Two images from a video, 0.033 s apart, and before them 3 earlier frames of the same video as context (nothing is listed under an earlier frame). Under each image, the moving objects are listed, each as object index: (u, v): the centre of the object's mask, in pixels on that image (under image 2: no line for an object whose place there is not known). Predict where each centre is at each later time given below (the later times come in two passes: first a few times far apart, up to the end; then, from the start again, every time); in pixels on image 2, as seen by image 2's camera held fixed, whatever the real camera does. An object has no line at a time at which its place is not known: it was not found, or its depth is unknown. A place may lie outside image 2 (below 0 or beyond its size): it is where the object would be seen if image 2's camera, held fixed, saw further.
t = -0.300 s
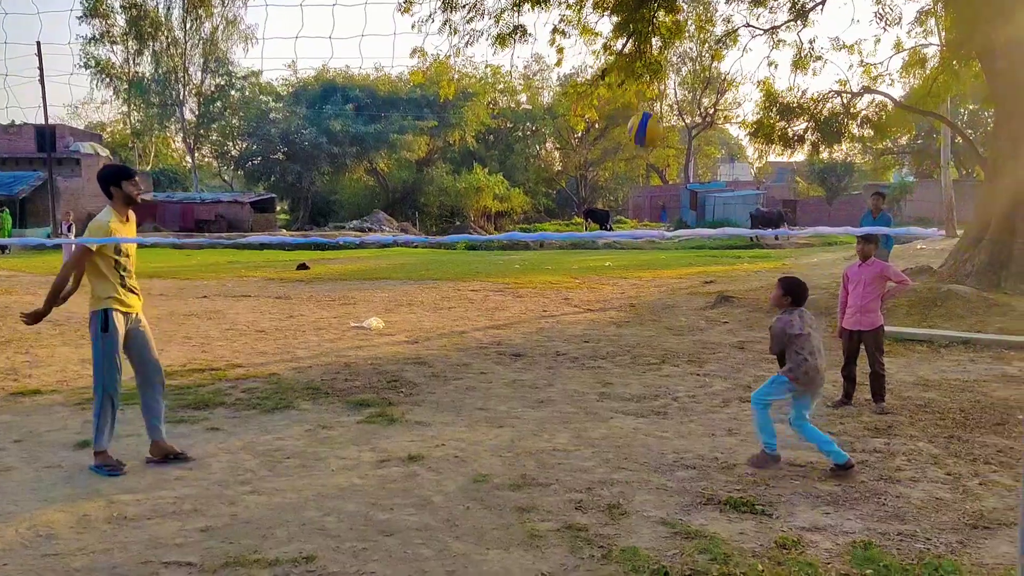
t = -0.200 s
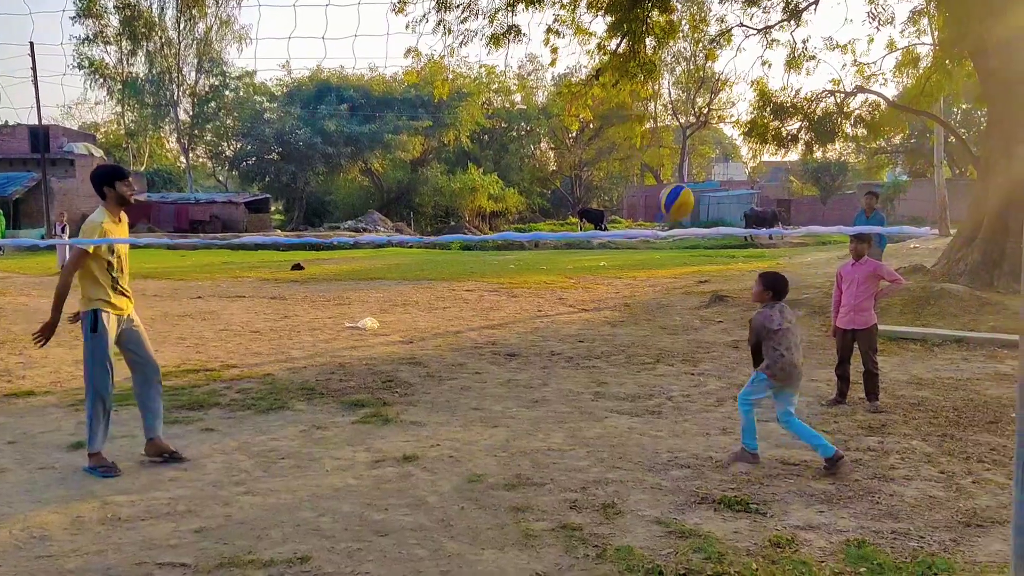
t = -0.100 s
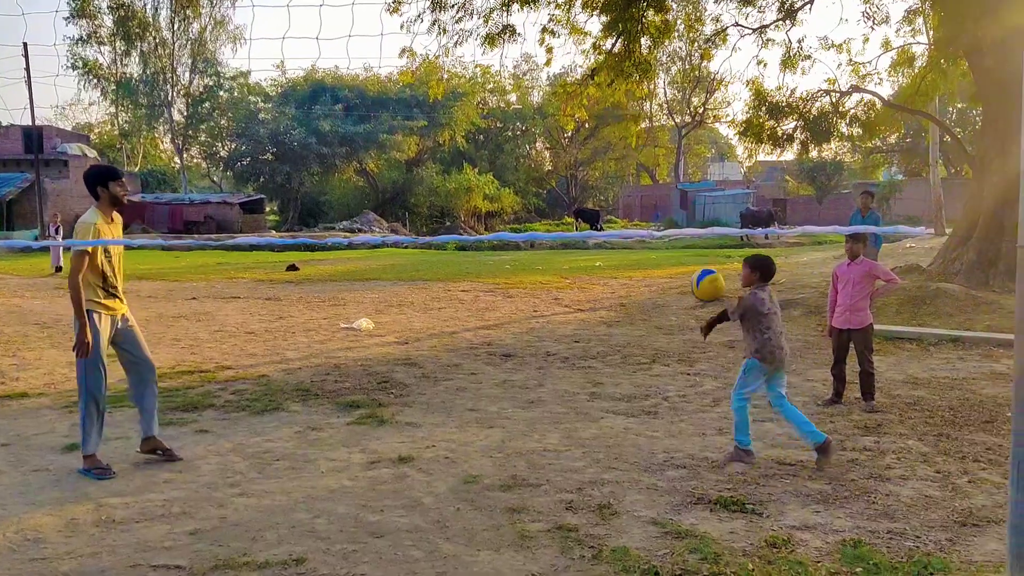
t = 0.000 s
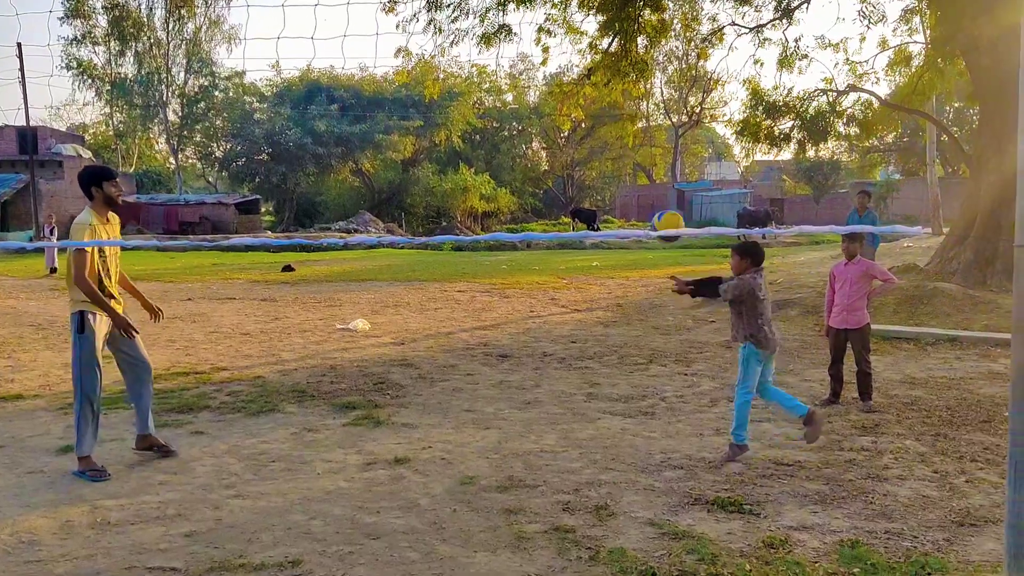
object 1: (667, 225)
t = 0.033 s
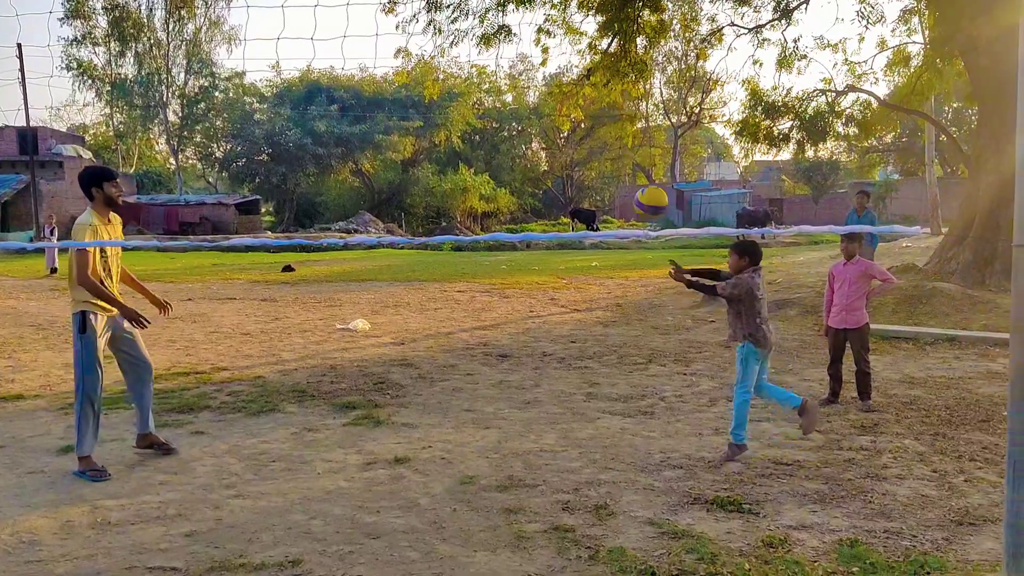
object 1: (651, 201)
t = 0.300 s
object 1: (524, 66)
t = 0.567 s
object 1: (403, 42)
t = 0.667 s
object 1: (359, 62)
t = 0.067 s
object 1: (635, 179)
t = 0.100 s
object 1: (619, 157)
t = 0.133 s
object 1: (603, 138)
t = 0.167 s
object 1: (587, 120)
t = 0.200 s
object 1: (571, 105)
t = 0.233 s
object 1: (555, 90)
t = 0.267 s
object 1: (540, 77)
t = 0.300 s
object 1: (524, 66)
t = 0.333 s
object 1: (509, 57)
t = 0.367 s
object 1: (493, 49)
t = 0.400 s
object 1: (478, 44)
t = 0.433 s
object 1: (463, 40)
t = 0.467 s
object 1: (448, 37)
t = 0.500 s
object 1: (433, 37)
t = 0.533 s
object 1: (418, 39)
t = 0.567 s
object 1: (403, 42)
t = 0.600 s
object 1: (388, 47)
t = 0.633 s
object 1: (374, 53)
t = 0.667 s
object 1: (359, 62)
